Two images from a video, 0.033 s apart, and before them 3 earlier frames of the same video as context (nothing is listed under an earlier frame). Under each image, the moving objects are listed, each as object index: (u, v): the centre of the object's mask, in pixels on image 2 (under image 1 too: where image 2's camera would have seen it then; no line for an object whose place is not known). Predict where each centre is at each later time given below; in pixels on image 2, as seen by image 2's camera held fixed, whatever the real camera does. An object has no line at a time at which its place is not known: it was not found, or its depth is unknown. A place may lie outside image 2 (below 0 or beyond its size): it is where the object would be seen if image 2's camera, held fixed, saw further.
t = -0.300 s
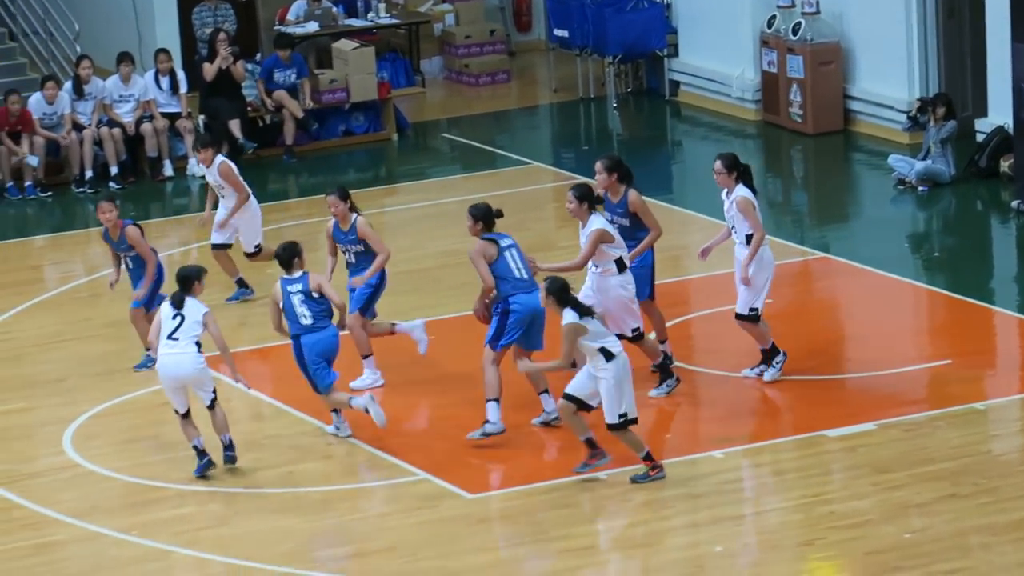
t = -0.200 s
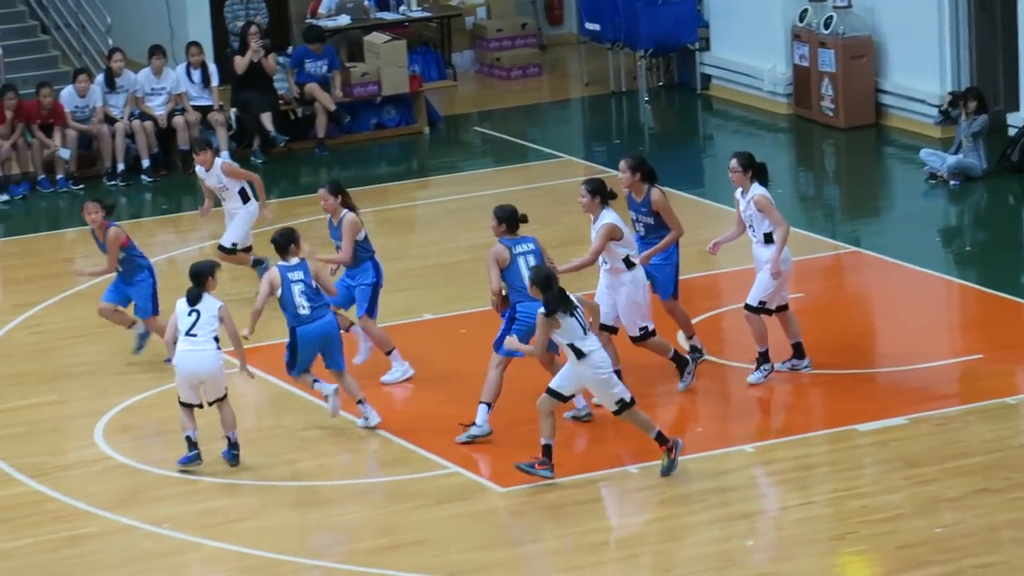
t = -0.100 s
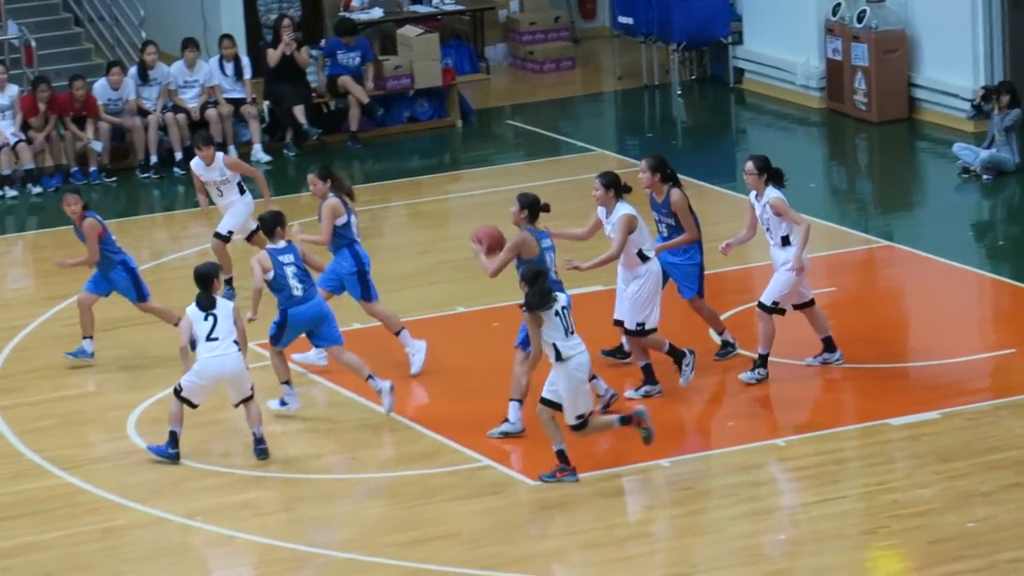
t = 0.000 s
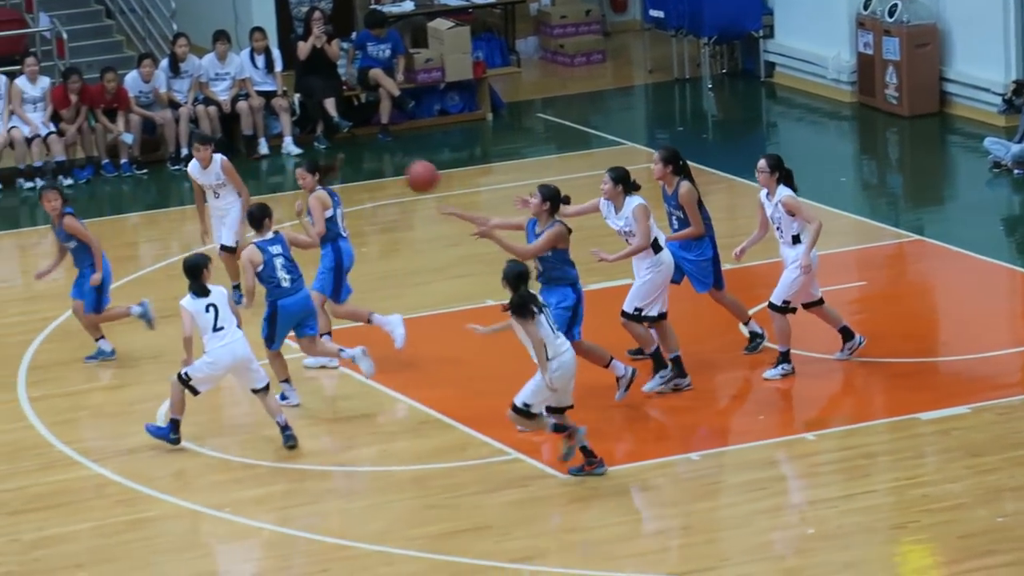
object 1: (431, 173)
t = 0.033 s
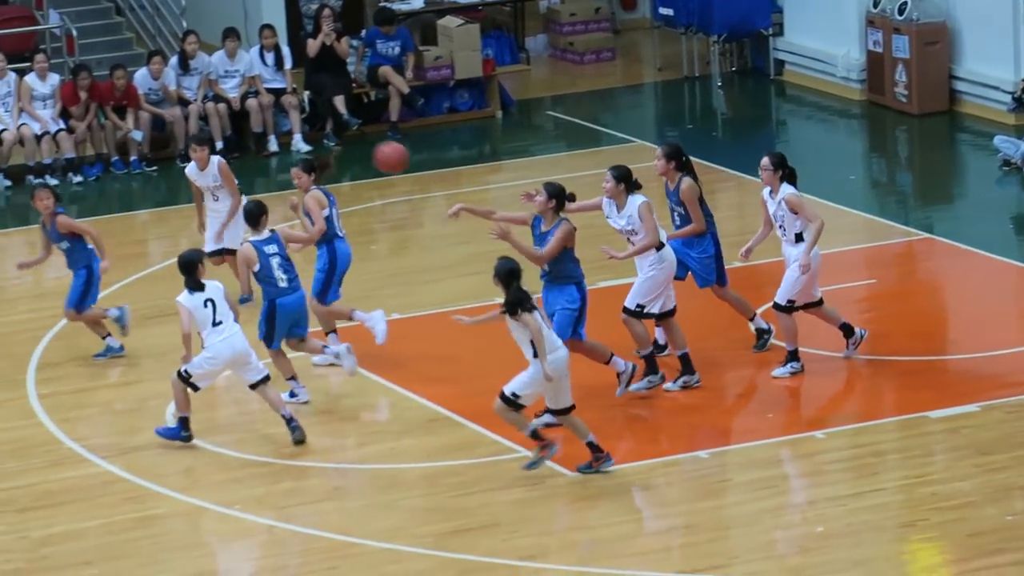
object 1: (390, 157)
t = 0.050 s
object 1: (371, 150)
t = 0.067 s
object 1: (352, 143)
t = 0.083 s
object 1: (332, 136)
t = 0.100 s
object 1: (313, 129)
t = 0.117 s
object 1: (291, 123)
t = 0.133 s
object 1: (273, 117)
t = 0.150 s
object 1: (252, 111)
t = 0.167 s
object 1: (233, 106)
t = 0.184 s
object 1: (213, 100)
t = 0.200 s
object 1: (193, 96)
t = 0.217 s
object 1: (174, 92)
